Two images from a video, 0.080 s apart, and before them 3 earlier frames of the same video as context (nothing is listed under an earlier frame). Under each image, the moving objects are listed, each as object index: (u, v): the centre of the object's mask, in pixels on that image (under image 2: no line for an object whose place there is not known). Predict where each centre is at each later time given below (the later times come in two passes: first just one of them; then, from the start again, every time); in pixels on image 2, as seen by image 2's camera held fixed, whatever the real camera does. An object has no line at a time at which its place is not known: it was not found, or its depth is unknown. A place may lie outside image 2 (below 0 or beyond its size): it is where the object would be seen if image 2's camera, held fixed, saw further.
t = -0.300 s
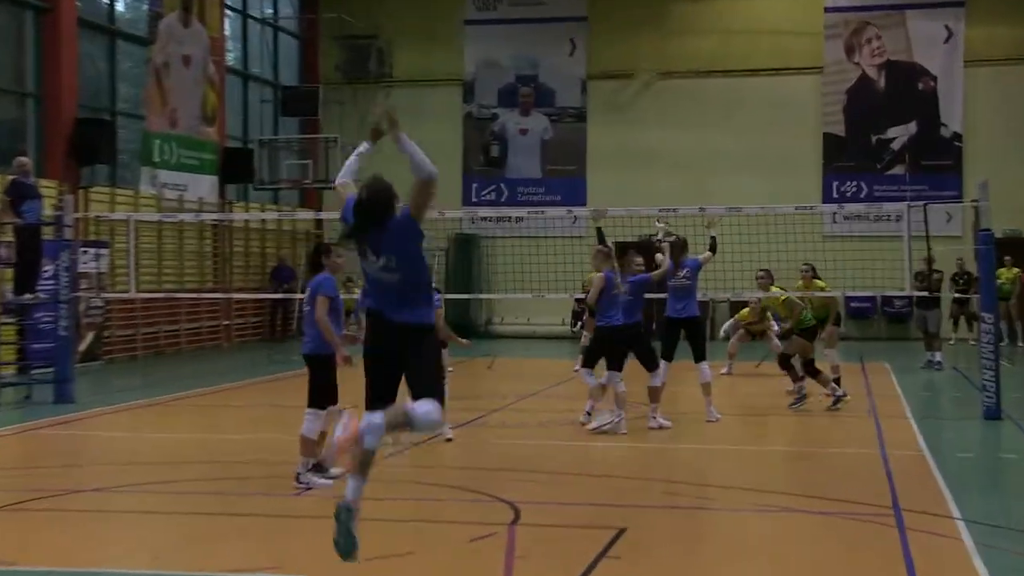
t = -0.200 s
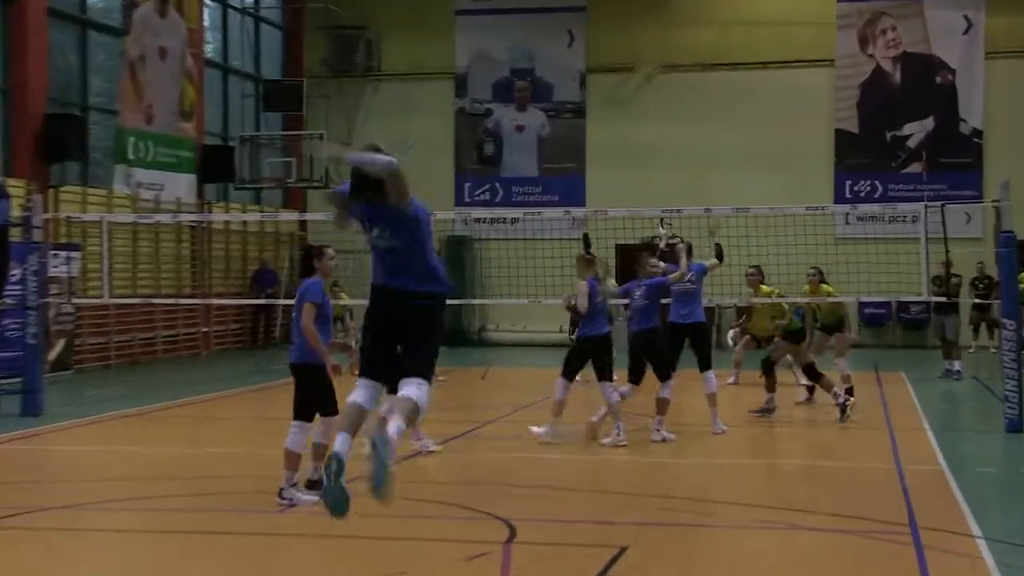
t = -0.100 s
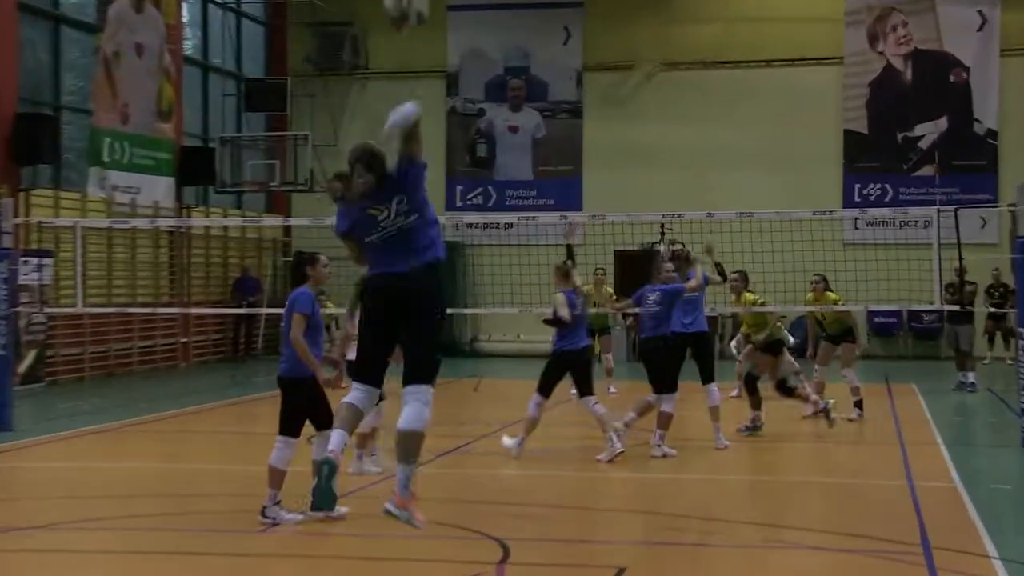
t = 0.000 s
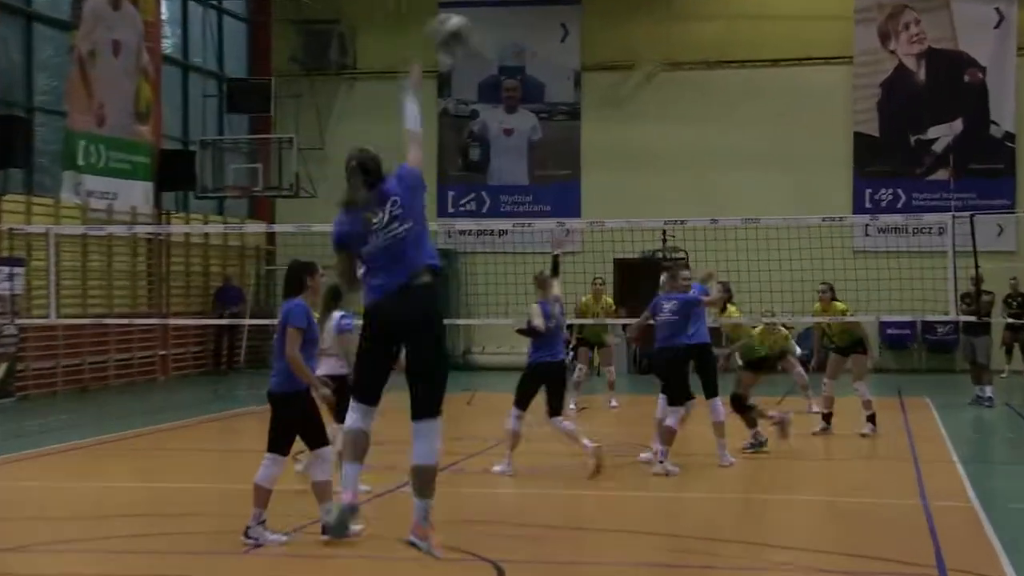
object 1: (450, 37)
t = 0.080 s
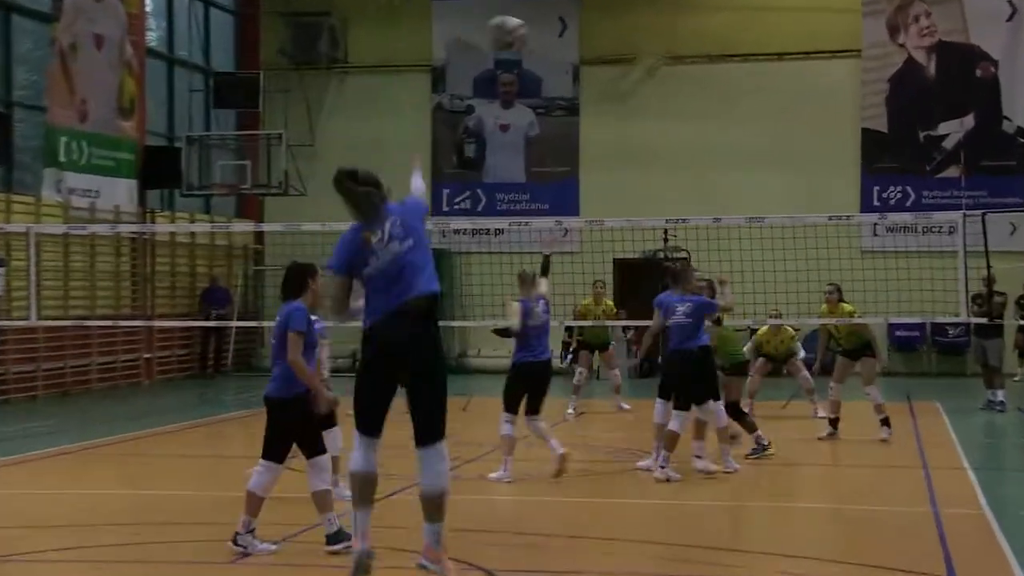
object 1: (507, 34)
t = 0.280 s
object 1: (607, 101)
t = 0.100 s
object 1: (520, 37)
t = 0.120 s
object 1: (531, 40)
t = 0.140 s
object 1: (543, 47)
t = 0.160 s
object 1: (554, 53)
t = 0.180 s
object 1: (564, 59)
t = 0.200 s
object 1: (576, 66)
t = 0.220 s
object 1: (582, 76)
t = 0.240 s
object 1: (591, 83)
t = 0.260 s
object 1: (599, 92)
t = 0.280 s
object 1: (607, 101)
